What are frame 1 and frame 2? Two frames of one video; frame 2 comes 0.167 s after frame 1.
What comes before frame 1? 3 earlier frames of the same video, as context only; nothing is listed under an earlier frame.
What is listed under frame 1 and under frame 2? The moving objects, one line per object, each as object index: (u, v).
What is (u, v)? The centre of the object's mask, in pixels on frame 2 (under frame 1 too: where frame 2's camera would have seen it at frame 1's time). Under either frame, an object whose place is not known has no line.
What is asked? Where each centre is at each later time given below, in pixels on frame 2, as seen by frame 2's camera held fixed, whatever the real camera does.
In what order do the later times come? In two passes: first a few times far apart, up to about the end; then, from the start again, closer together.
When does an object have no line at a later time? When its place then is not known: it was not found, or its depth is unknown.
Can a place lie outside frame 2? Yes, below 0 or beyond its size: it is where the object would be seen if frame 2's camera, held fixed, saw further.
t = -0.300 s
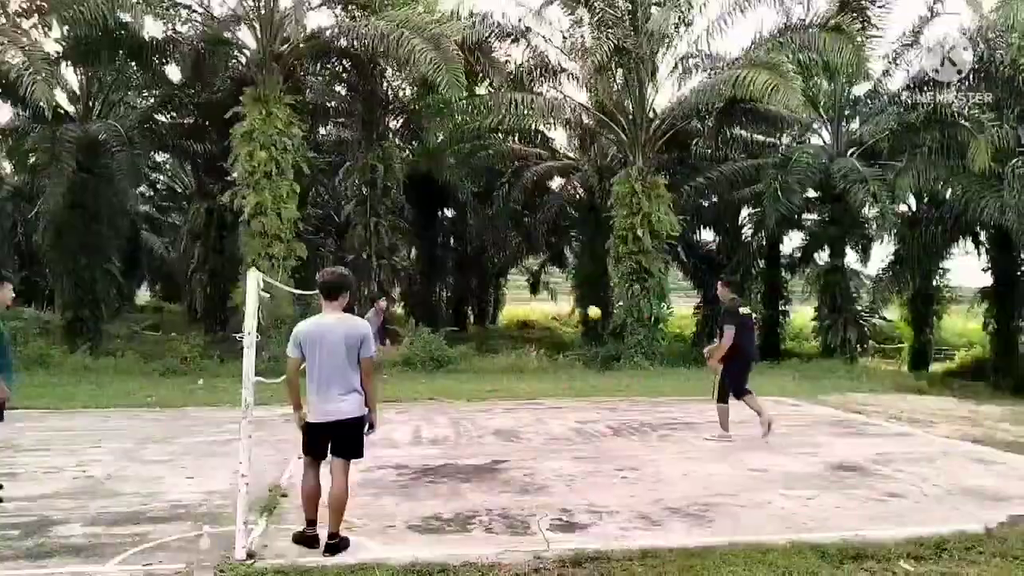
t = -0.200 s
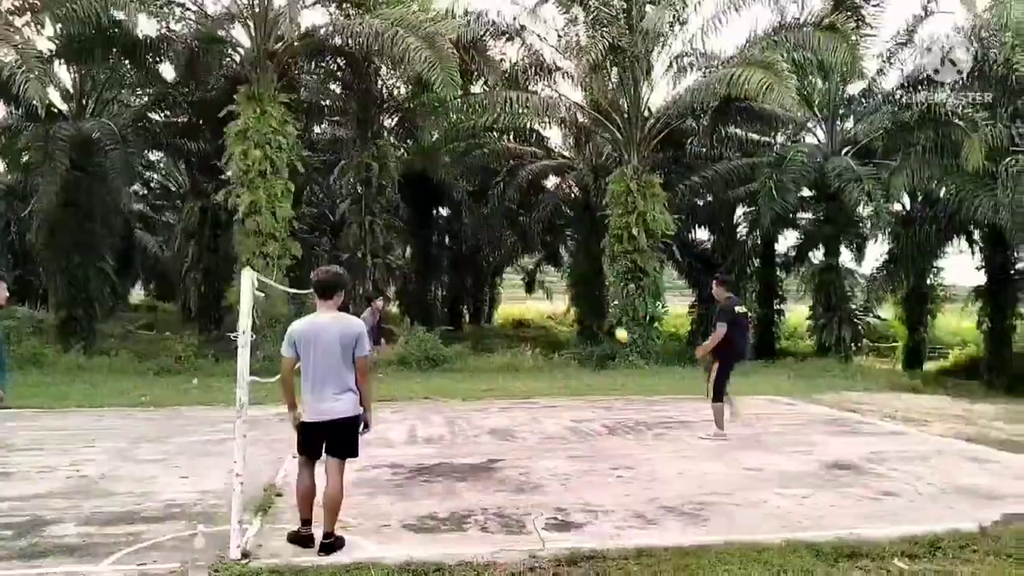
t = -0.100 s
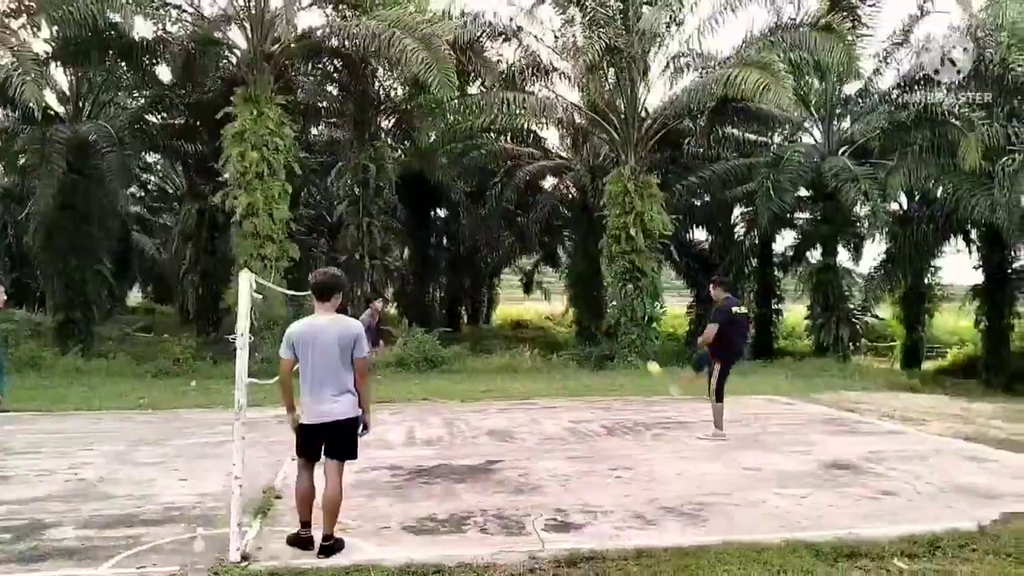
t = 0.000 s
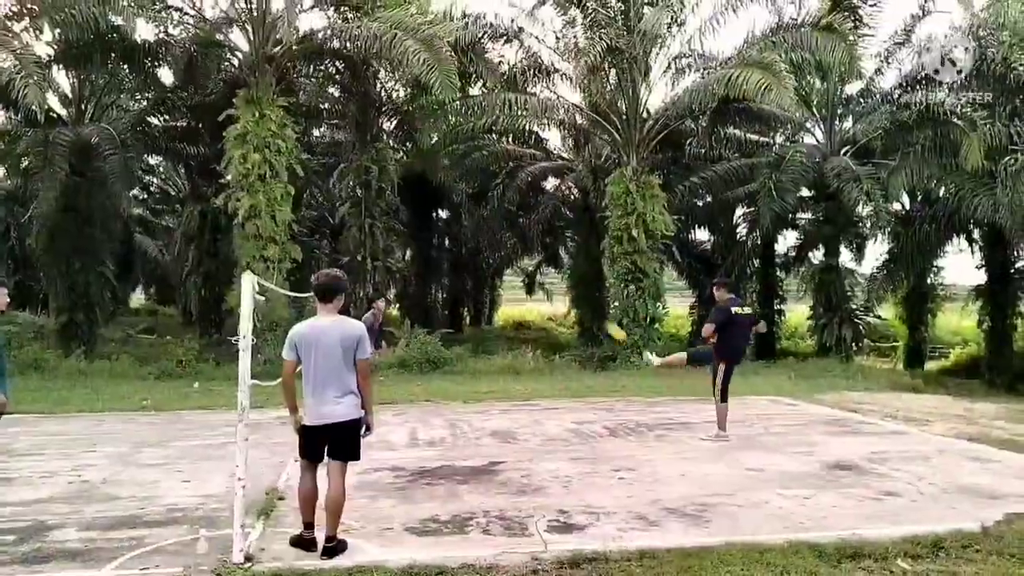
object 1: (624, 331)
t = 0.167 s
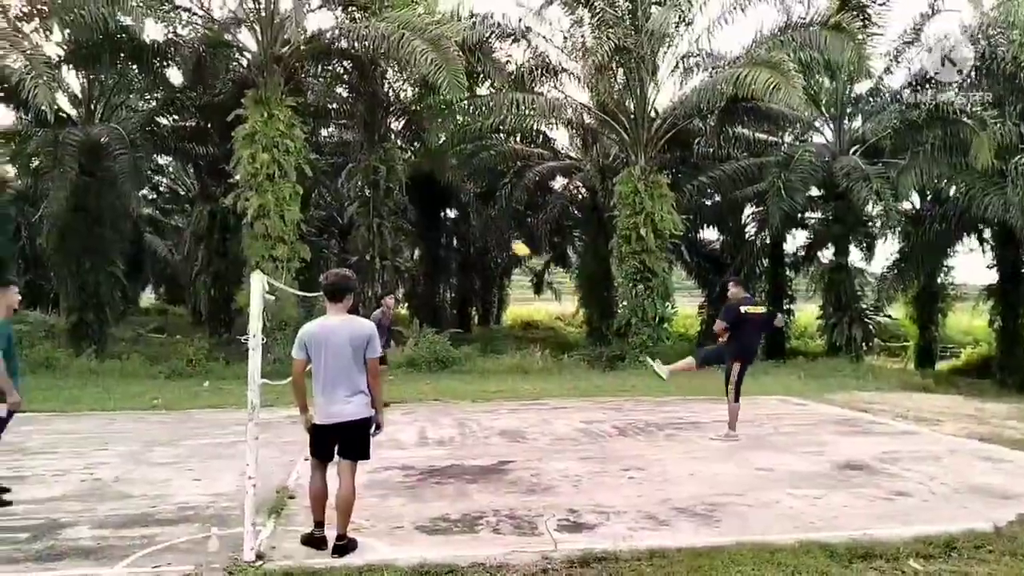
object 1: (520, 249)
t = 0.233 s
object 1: (477, 222)
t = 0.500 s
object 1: (300, 149)
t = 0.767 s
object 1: (118, 145)
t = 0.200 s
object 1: (498, 234)
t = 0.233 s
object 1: (477, 222)
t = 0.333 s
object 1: (412, 188)
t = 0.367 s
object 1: (389, 177)
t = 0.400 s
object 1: (367, 169)
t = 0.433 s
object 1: (345, 162)
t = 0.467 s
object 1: (322, 155)
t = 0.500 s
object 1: (300, 149)
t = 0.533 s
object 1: (277, 145)
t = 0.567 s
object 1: (255, 142)
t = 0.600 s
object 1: (232, 140)
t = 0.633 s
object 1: (209, 139)
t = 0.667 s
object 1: (186, 138)
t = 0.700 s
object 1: (164, 139)
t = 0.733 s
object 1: (141, 142)
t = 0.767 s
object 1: (118, 145)
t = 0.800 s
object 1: (94, 150)
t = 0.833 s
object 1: (72, 155)
